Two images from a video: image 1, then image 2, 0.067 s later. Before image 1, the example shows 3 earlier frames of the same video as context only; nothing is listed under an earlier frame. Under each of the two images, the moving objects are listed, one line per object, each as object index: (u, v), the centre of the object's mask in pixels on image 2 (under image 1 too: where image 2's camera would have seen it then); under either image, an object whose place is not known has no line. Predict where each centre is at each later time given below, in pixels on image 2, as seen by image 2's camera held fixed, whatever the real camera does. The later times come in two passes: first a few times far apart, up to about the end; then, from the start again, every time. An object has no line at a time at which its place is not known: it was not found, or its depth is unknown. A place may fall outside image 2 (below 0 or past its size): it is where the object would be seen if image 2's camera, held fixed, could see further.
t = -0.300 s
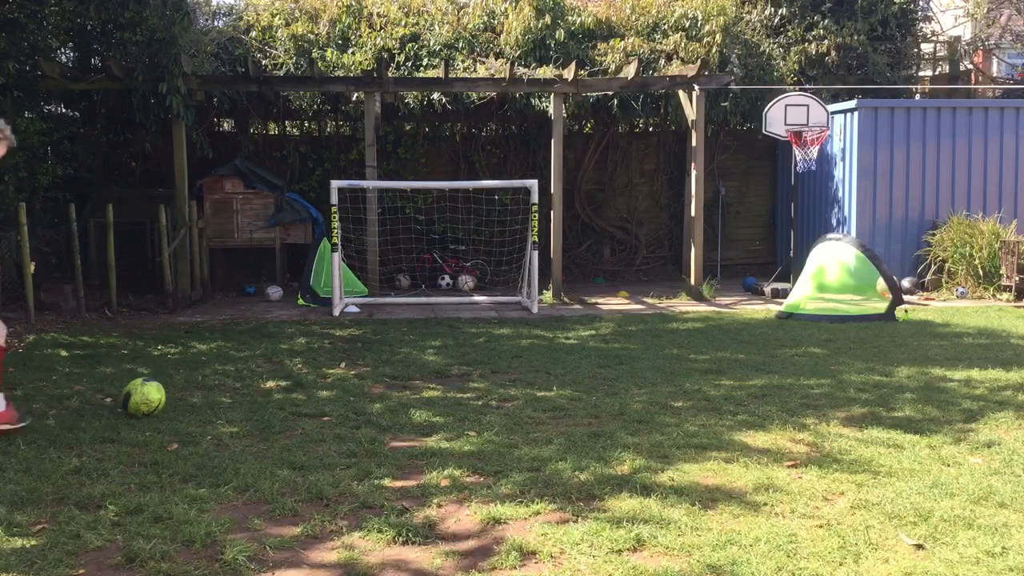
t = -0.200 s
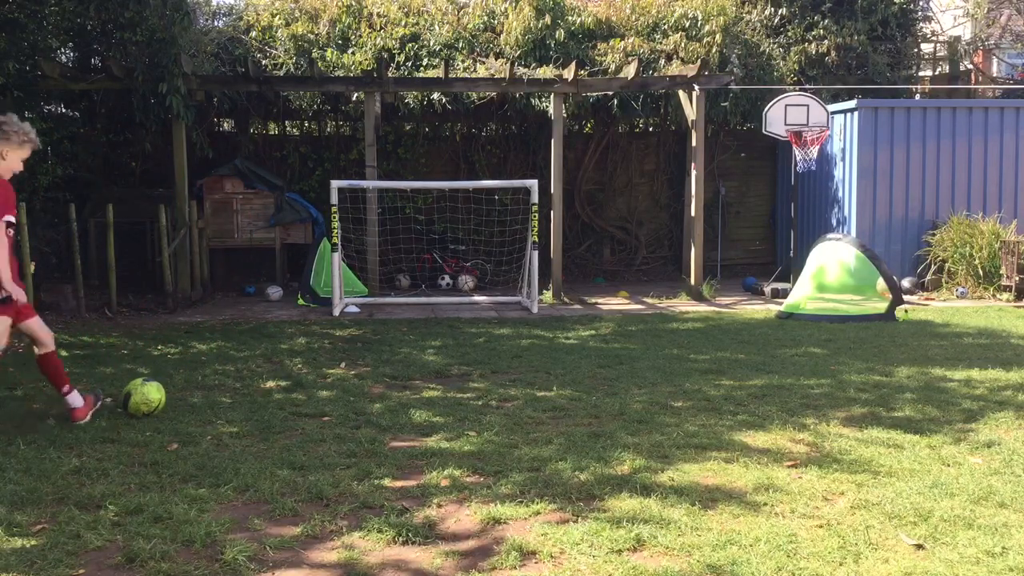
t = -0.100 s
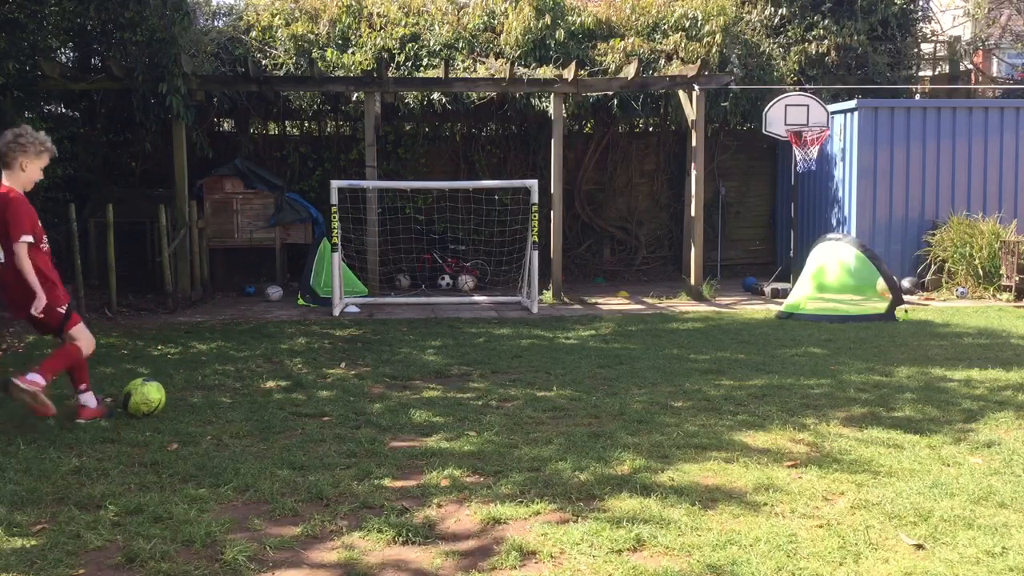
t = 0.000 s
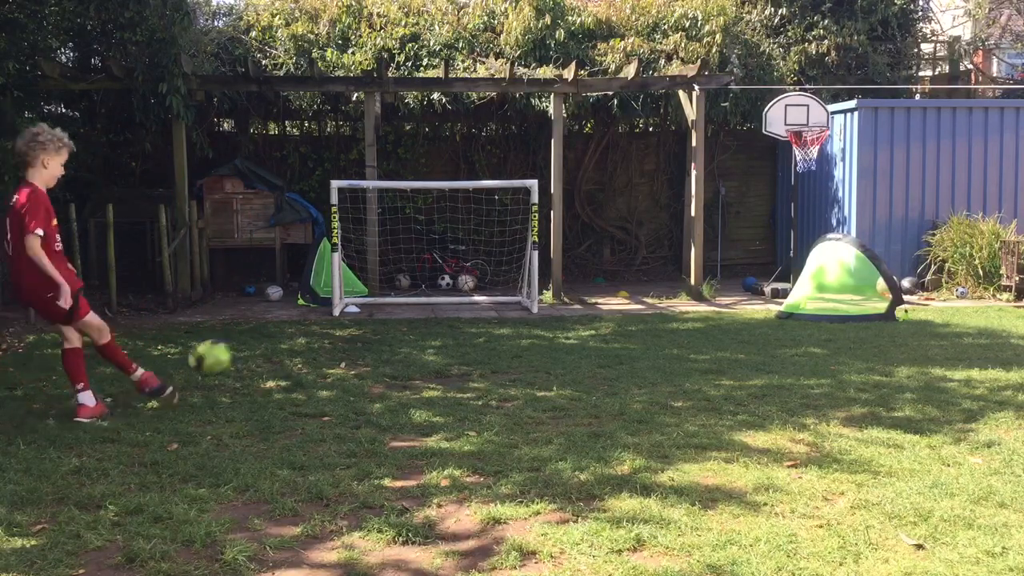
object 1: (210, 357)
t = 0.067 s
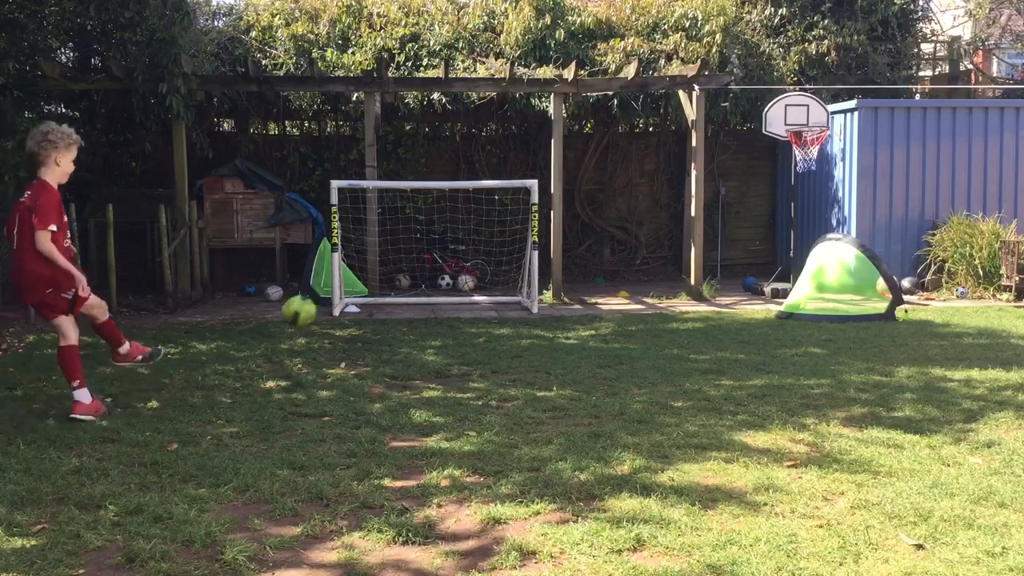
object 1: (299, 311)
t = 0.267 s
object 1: (460, 258)
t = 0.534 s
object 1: (474, 275)
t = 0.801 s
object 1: (380, 297)
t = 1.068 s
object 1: (334, 283)
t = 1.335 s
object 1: (355, 298)
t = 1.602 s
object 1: (352, 297)
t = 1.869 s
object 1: (357, 302)
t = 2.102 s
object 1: (370, 304)
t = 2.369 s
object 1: (388, 307)
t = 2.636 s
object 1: (408, 308)
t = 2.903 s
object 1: (428, 308)
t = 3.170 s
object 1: (447, 308)
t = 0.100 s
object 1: (335, 295)
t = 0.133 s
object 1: (366, 282)
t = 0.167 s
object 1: (394, 272)
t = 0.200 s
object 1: (419, 267)
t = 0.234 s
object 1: (441, 261)
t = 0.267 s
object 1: (460, 258)
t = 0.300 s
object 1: (479, 257)
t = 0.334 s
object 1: (496, 257)
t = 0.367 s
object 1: (511, 258)
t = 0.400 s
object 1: (525, 260)
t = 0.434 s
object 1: (512, 261)
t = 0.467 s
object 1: (499, 265)
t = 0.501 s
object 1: (486, 271)
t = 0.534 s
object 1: (474, 275)
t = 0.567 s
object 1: (462, 280)
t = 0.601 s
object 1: (450, 289)
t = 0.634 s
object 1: (438, 293)
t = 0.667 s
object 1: (426, 291)
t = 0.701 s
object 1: (414, 292)
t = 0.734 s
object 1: (403, 293)
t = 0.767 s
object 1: (391, 294)
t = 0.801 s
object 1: (380, 297)
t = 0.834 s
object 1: (368, 300)
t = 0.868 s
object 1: (359, 299)
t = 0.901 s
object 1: (353, 295)
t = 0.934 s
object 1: (350, 288)
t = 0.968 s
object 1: (335, 290)
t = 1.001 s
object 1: (335, 285)
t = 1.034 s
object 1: (333, 285)
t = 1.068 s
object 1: (334, 283)
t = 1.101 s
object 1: (335, 282)
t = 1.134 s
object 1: (335, 281)
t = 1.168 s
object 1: (337, 281)
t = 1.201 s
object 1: (353, 286)
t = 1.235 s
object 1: (351, 287)
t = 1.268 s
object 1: (353, 287)
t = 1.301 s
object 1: (355, 297)
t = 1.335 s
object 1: (355, 298)
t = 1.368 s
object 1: (354, 298)
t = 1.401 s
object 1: (353, 296)
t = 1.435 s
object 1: (352, 296)
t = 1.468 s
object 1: (352, 297)
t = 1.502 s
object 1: (352, 298)
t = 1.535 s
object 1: (352, 299)
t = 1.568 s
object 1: (352, 299)
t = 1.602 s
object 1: (352, 297)
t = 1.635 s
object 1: (352, 298)
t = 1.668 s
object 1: (353, 296)
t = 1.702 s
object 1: (353, 298)
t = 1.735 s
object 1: (353, 298)
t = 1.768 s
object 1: (354, 299)
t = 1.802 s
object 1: (355, 300)
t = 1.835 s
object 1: (355, 301)
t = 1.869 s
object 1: (357, 302)
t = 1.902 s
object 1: (358, 301)
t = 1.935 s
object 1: (359, 301)
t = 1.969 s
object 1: (362, 302)
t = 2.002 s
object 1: (364, 303)
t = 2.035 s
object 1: (366, 303)
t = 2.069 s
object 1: (367, 303)
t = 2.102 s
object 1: (370, 304)
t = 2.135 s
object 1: (372, 304)
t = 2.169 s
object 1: (374, 305)
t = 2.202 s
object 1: (376, 305)
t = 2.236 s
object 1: (379, 306)
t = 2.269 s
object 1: (382, 306)
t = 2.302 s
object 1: (384, 306)
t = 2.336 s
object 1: (387, 307)
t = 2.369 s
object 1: (388, 307)
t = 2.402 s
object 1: (391, 307)
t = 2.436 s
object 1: (393, 307)
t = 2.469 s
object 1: (395, 307)
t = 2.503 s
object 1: (398, 307)
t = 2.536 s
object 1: (400, 307)
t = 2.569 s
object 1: (403, 307)
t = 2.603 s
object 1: (405, 307)
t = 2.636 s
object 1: (408, 308)
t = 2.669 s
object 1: (411, 308)
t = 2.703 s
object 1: (413, 308)
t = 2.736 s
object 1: (415, 308)
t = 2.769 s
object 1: (418, 308)
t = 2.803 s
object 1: (420, 309)
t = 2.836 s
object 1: (422, 308)
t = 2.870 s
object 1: (425, 308)
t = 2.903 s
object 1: (428, 308)
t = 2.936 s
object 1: (430, 308)
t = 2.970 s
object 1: (433, 308)
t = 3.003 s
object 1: (435, 308)
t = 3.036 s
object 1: (438, 308)
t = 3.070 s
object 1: (440, 308)
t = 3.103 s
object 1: (443, 308)
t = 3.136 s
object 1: (445, 308)
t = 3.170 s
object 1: (447, 308)
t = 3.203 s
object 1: (449, 308)
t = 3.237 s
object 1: (451, 308)
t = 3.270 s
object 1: (454, 309)
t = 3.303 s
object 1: (456, 308)
